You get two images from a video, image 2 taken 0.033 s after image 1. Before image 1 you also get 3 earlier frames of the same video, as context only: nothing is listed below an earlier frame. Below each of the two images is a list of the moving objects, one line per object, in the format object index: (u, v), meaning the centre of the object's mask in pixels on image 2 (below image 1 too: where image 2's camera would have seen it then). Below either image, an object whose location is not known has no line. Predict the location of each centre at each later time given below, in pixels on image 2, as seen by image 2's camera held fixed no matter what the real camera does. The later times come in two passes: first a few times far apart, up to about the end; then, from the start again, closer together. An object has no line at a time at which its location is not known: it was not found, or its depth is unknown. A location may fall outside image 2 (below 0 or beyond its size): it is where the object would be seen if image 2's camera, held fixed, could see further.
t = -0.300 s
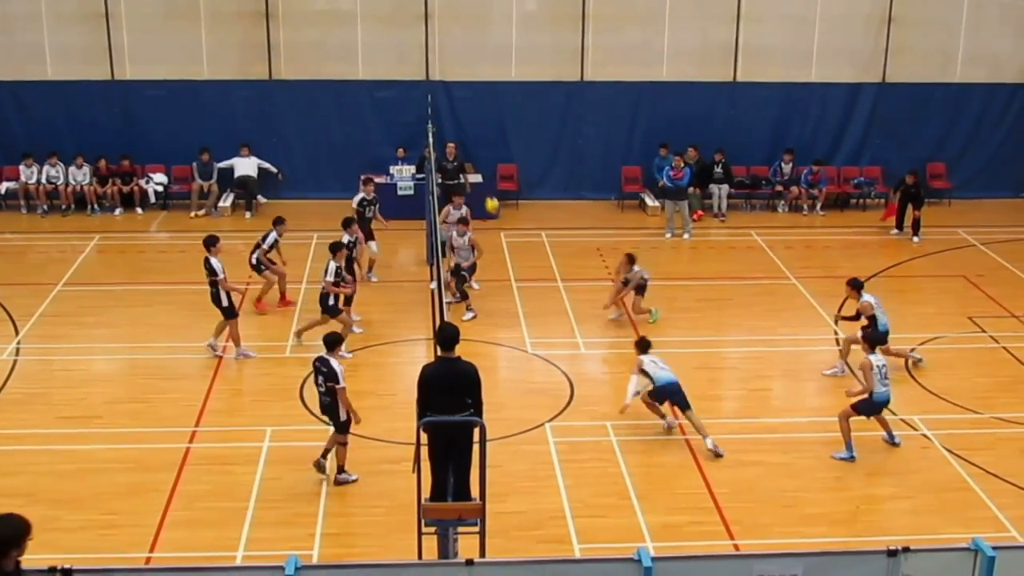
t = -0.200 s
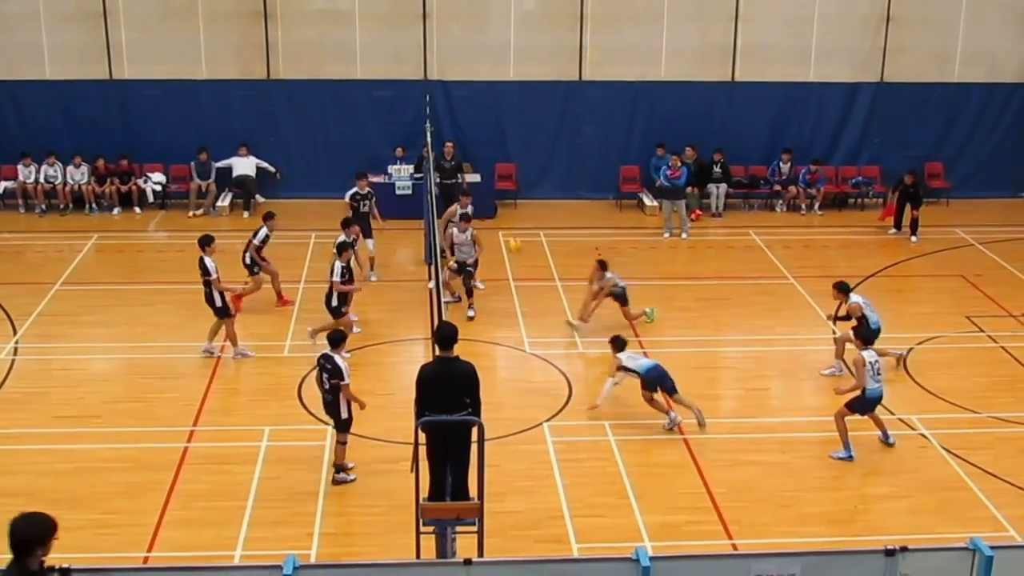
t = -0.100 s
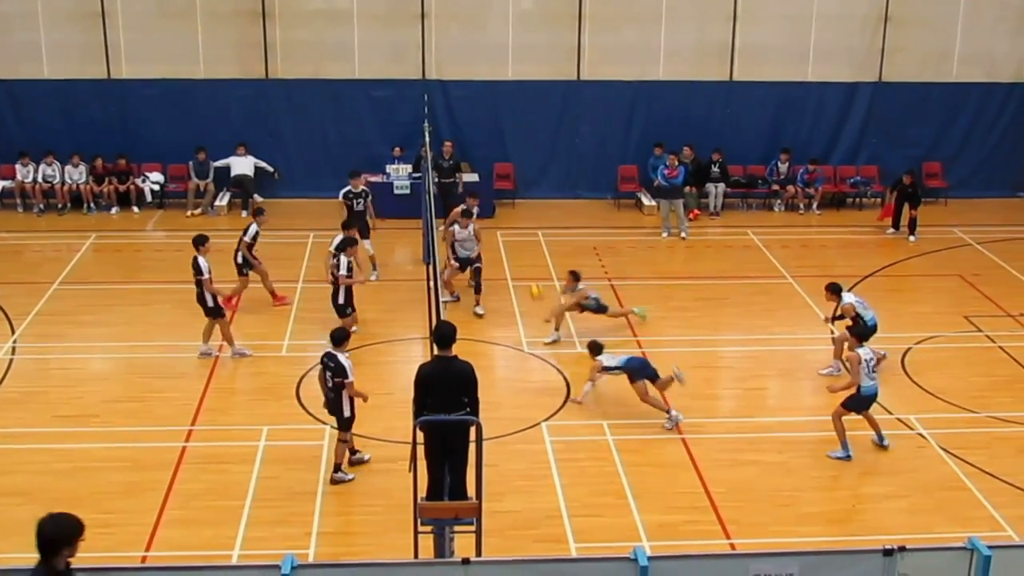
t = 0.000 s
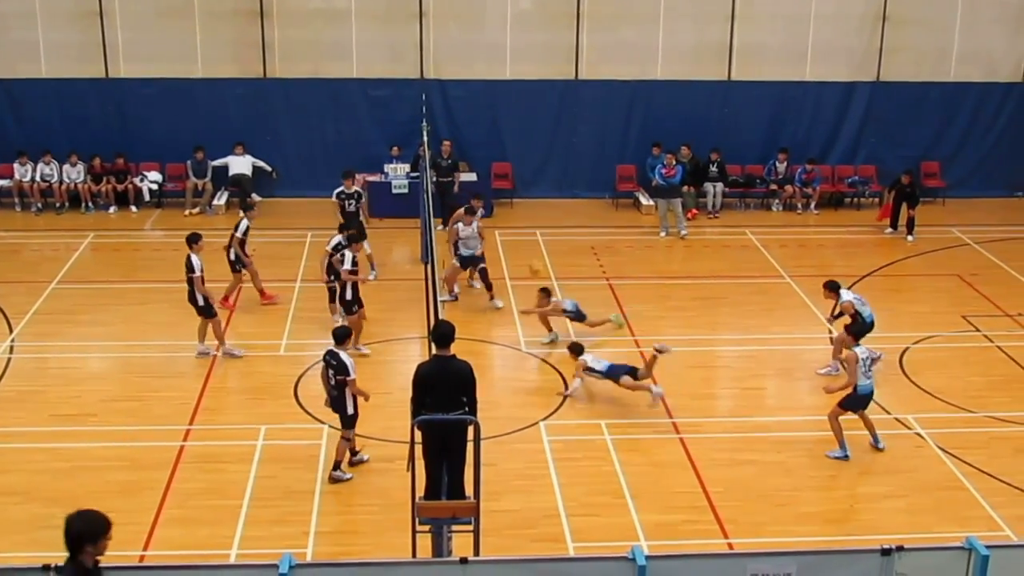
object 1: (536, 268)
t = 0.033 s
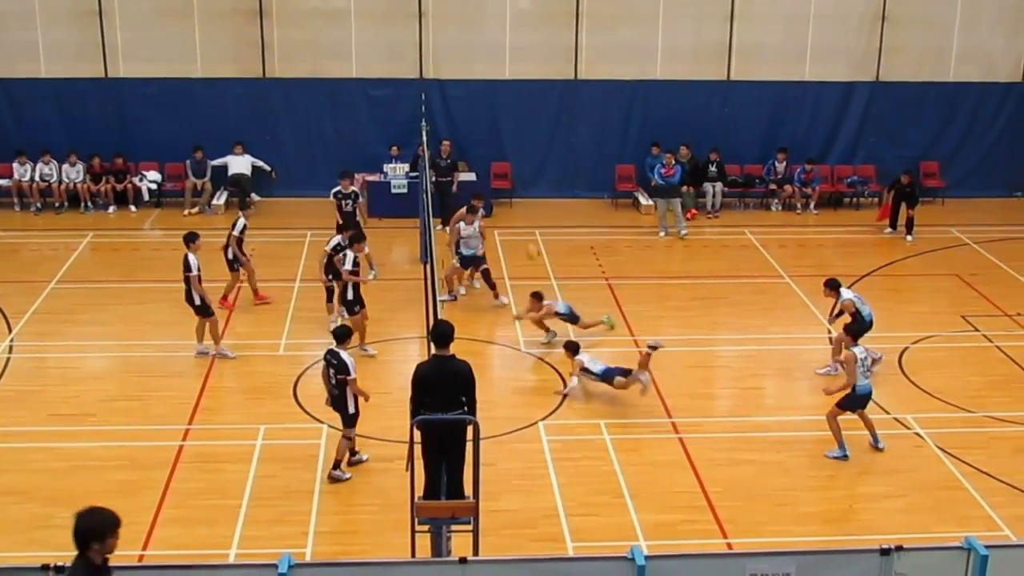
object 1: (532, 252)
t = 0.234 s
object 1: (523, 170)
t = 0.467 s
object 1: (513, 103)
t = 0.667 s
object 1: (504, 76)
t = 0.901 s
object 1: (493, 83)
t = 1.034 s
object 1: (486, 107)
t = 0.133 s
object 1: (529, 208)
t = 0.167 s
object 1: (527, 194)
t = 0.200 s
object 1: (525, 183)
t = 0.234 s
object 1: (523, 170)
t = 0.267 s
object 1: (522, 159)
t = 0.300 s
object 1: (520, 147)
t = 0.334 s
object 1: (518, 138)
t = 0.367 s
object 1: (517, 128)
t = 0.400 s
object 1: (516, 119)
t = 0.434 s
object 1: (514, 111)
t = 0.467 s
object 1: (513, 103)
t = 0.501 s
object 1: (511, 97)
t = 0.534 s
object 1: (510, 91)
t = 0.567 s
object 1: (509, 86)
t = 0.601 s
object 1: (507, 82)
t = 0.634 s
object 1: (505, 79)
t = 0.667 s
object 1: (504, 76)
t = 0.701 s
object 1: (502, 74)
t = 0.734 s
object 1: (501, 73)
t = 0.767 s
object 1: (499, 74)
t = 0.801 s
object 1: (497, 74)
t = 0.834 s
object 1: (496, 76)
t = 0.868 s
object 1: (495, 79)
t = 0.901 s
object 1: (493, 83)
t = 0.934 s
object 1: (491, 87)
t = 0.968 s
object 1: (489, 92)
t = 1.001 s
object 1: (488, 99)
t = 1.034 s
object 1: (486, 107)
